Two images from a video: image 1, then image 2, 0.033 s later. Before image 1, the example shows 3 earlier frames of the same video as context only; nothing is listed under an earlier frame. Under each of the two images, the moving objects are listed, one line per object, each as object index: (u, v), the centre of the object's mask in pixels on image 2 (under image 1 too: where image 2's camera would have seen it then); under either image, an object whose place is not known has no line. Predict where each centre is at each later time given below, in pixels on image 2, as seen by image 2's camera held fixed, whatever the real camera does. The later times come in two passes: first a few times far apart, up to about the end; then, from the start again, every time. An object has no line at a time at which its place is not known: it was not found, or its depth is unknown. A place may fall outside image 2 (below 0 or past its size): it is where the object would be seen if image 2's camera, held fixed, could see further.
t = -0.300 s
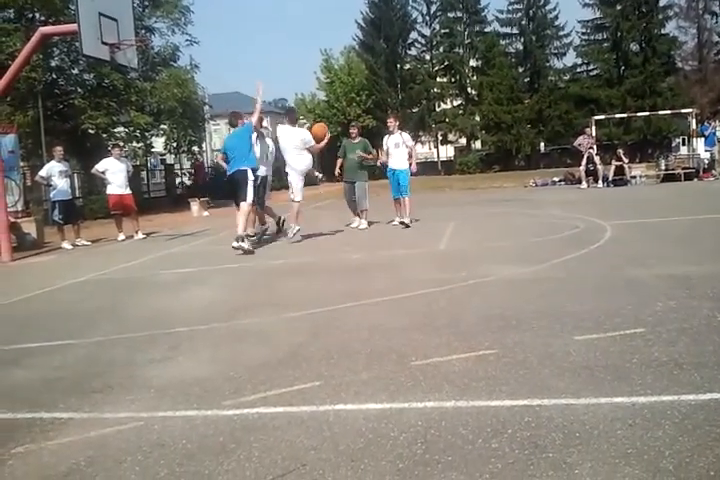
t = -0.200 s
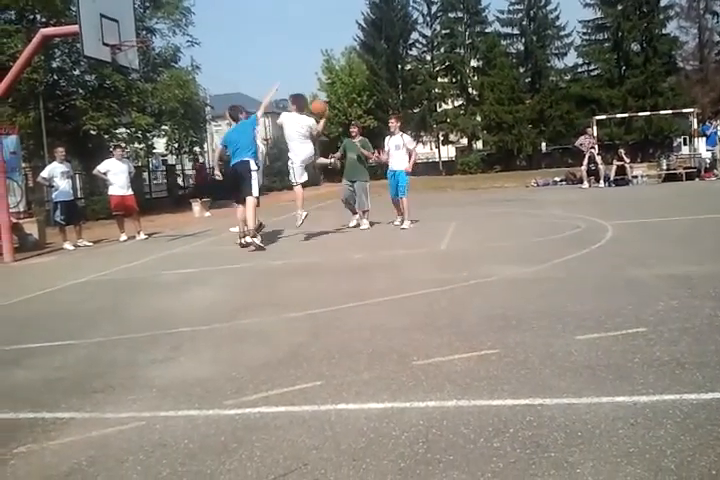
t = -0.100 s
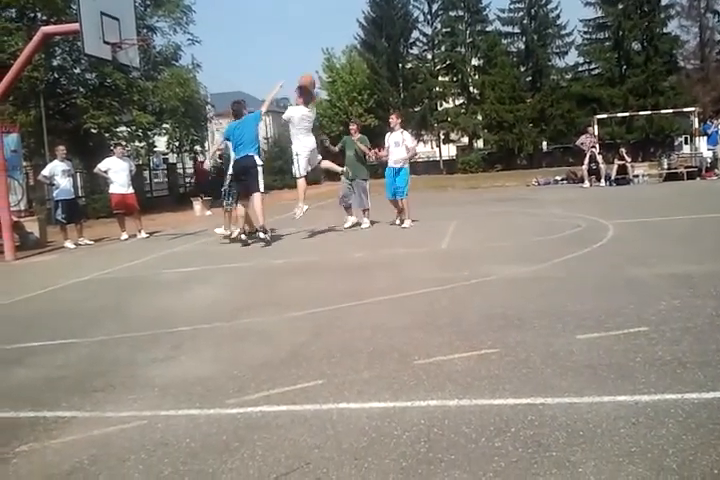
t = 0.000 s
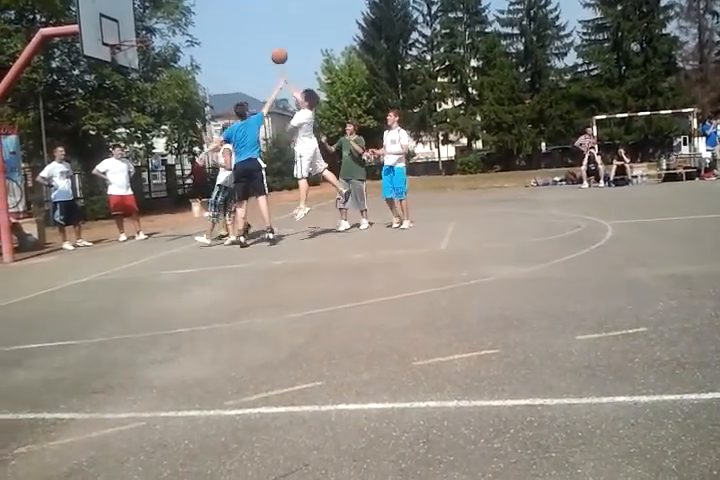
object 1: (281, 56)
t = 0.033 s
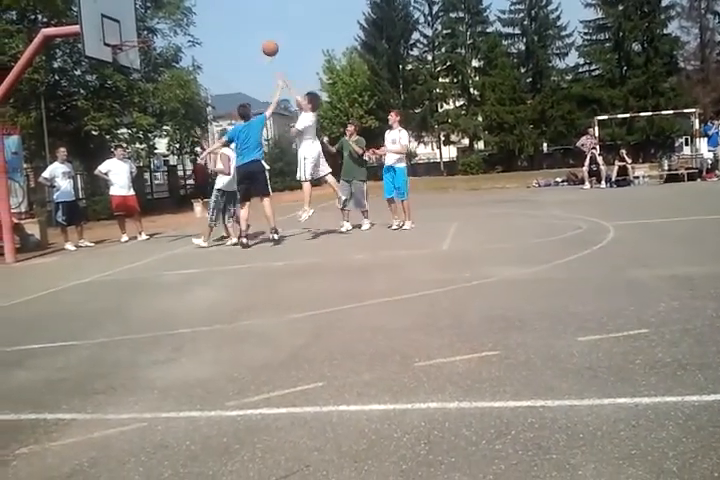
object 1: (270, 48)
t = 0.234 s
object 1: (208, 15)
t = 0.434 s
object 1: (146, 10)
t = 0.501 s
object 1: (126, 15)
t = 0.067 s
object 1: (260, 40)
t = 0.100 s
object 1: (249, 34)
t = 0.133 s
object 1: (238, 28)
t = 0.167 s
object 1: (228, 23)
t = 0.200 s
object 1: (217, 18)
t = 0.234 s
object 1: (208, 15)
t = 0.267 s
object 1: (197, 13)
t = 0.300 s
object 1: (187, 11)
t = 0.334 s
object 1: (176, 8)
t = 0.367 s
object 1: (165, 7)
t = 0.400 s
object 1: (157, 8)
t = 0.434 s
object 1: (146, 10)
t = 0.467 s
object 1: (135, 13)
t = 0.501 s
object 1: (126, 15)
